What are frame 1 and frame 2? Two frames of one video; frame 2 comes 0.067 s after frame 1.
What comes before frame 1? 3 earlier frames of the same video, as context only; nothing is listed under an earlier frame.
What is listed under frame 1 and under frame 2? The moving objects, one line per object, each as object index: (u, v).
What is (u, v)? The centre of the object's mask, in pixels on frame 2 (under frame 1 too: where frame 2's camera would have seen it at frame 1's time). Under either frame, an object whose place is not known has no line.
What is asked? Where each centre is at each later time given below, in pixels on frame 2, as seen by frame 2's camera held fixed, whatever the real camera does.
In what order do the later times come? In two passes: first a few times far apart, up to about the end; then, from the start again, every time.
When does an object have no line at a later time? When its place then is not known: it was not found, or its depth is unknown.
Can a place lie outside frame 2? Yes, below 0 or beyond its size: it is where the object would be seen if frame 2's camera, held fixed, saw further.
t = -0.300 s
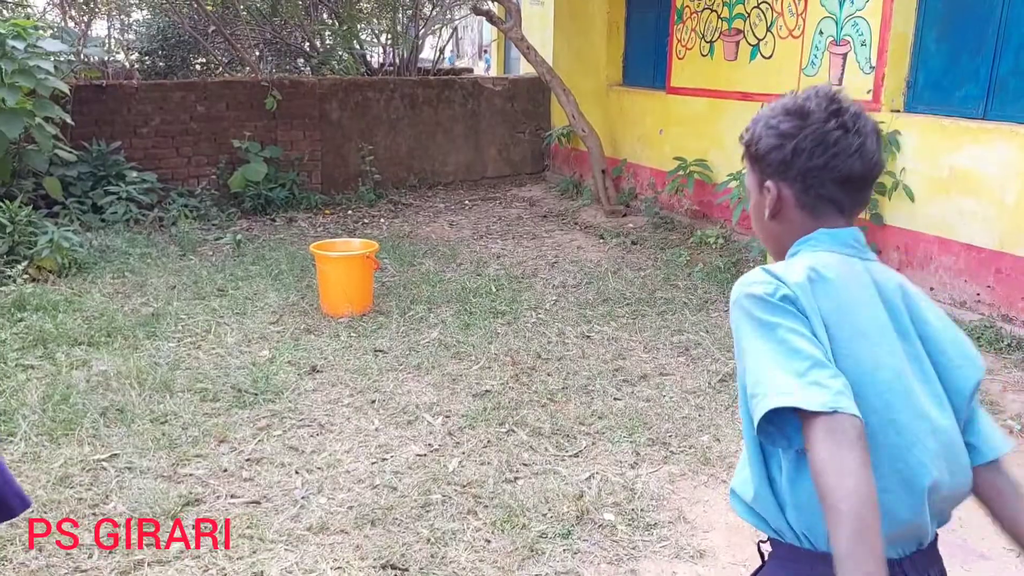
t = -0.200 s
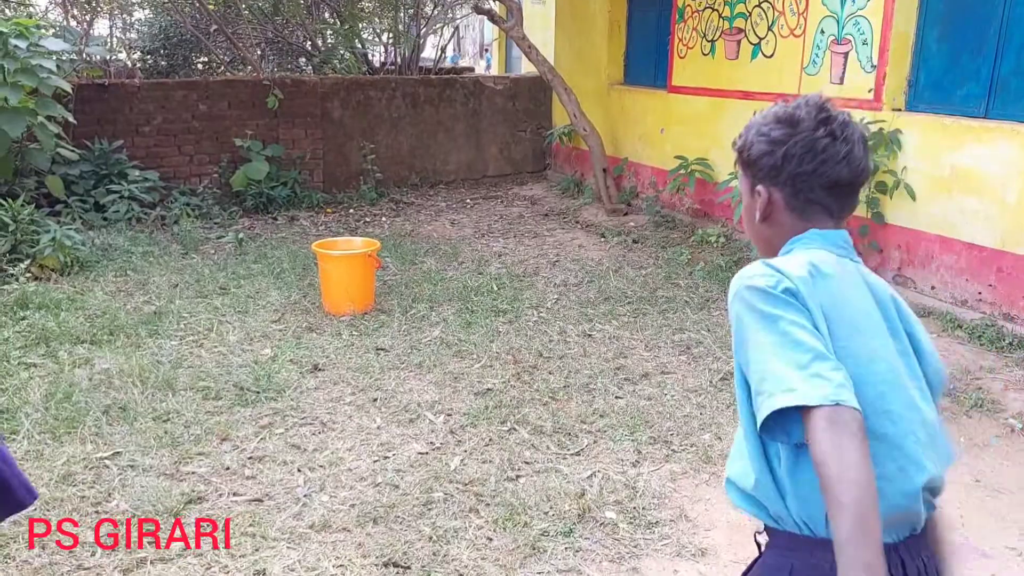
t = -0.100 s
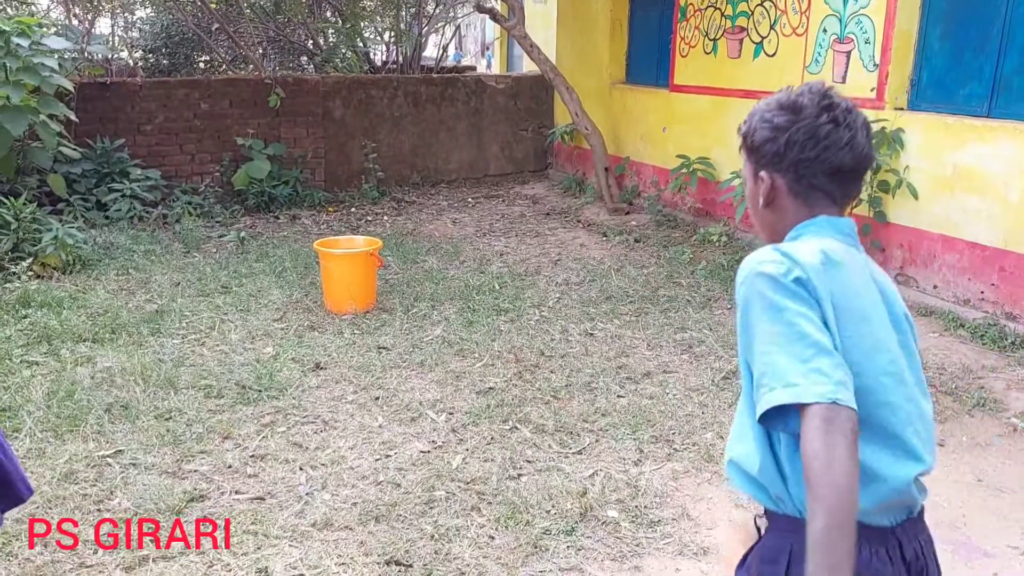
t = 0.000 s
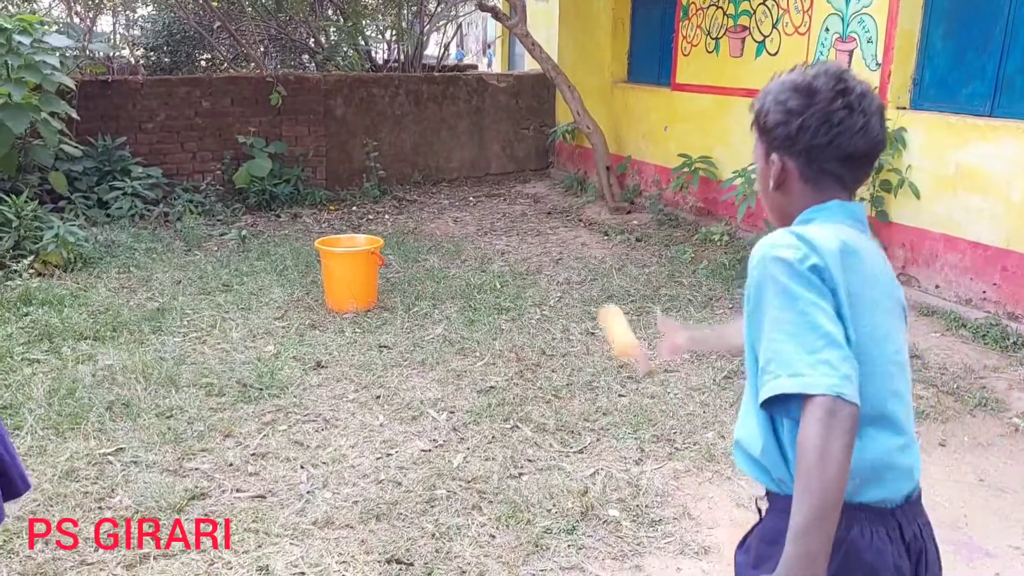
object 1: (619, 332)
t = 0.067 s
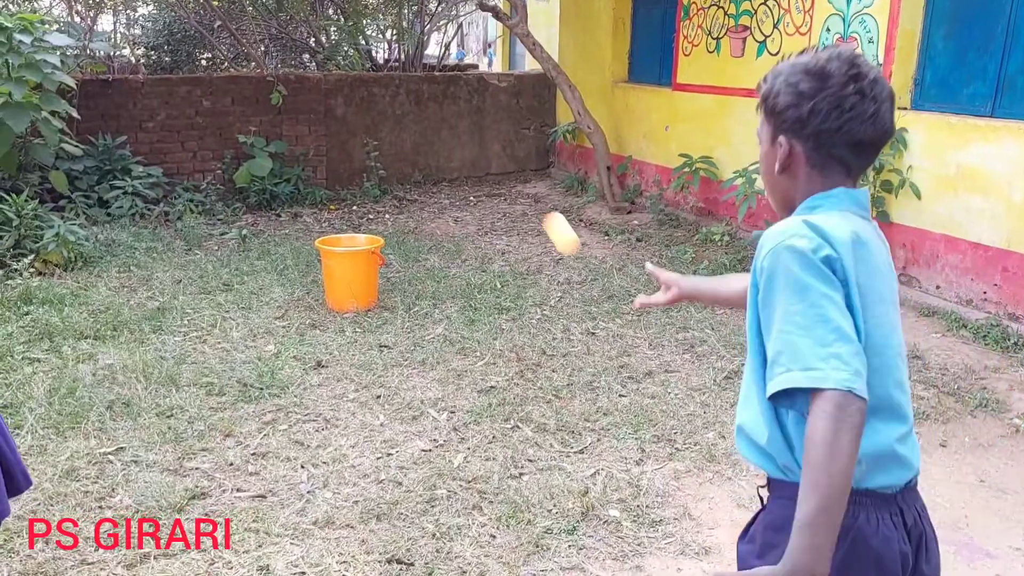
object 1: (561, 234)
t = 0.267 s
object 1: (444, 117)
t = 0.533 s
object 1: (362, 178)
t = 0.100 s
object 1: (536, 198)
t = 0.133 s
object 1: (514, 170)
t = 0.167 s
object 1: (494, 148)
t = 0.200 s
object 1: (476, 132)
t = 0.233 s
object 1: (459, 123)
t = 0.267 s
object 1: (444, 117)
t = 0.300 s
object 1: (430, 115)
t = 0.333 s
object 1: (418, 116)
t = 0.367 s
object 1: (406, 120)
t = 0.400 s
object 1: (395, 127)
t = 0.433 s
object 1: (386, 137)
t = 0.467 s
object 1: (377, 148)
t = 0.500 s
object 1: (369, 162)
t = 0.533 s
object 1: (362, 178)
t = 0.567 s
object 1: (355, 194)
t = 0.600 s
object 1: (350, 213)
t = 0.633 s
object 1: (344, 229)
